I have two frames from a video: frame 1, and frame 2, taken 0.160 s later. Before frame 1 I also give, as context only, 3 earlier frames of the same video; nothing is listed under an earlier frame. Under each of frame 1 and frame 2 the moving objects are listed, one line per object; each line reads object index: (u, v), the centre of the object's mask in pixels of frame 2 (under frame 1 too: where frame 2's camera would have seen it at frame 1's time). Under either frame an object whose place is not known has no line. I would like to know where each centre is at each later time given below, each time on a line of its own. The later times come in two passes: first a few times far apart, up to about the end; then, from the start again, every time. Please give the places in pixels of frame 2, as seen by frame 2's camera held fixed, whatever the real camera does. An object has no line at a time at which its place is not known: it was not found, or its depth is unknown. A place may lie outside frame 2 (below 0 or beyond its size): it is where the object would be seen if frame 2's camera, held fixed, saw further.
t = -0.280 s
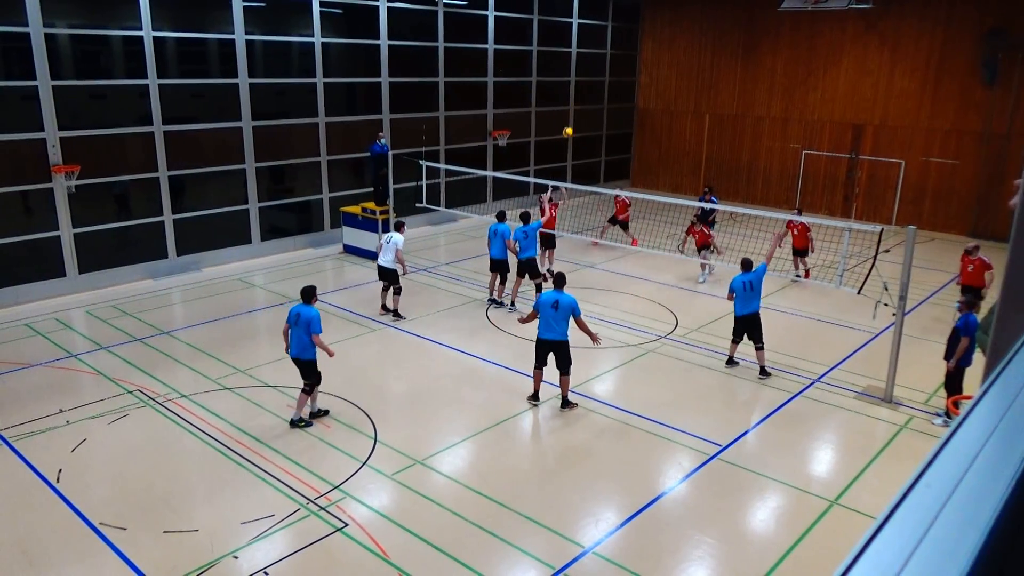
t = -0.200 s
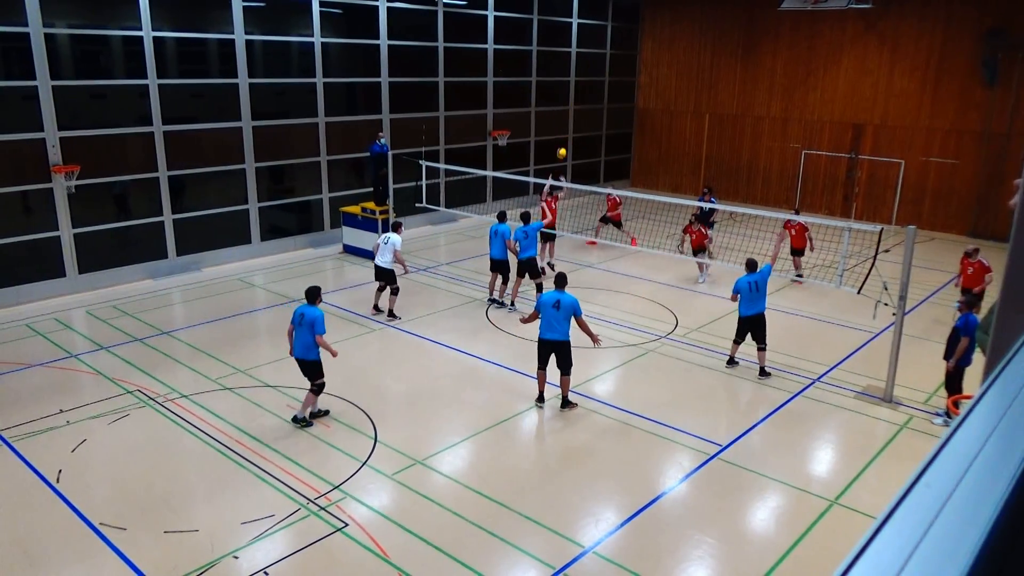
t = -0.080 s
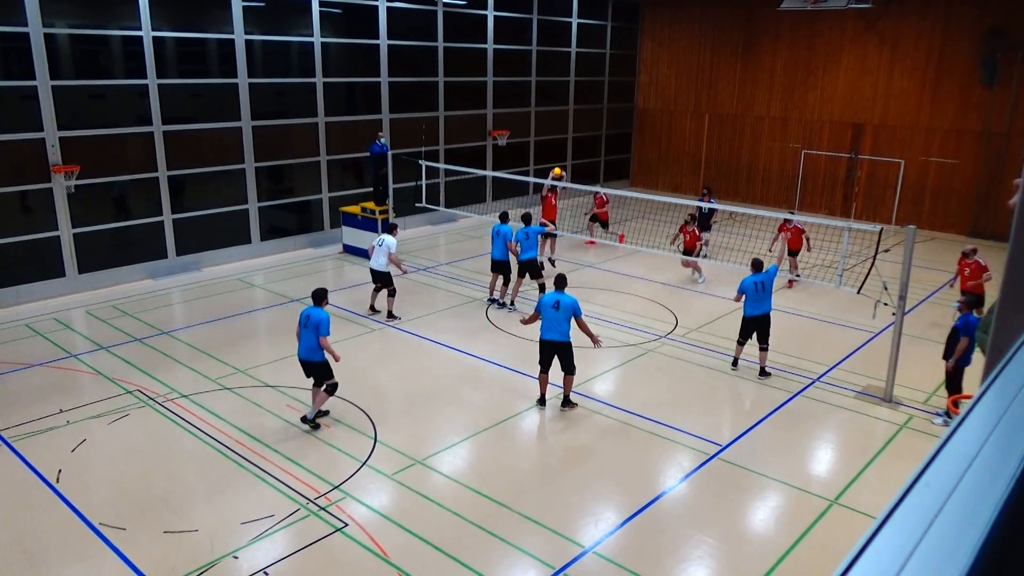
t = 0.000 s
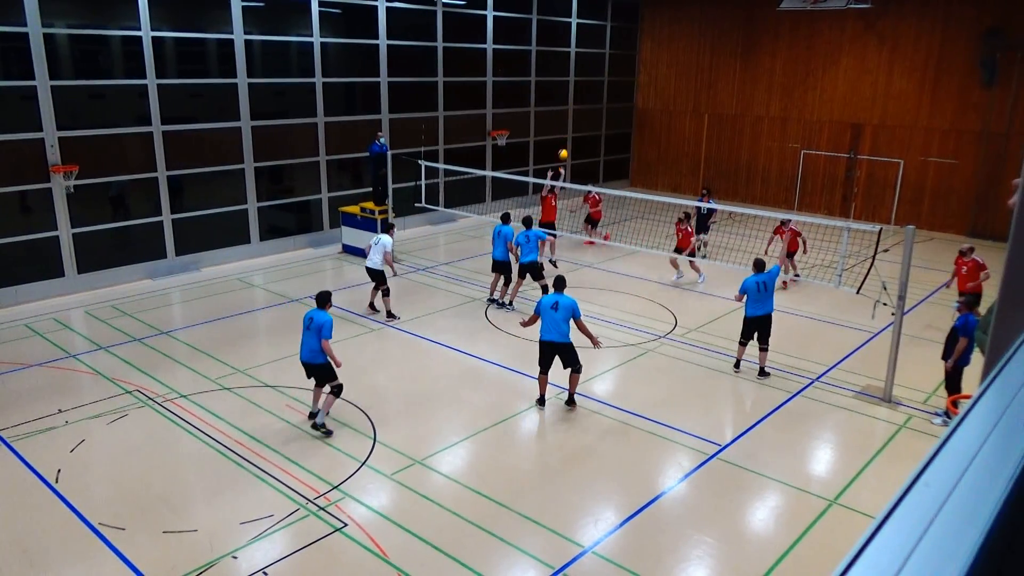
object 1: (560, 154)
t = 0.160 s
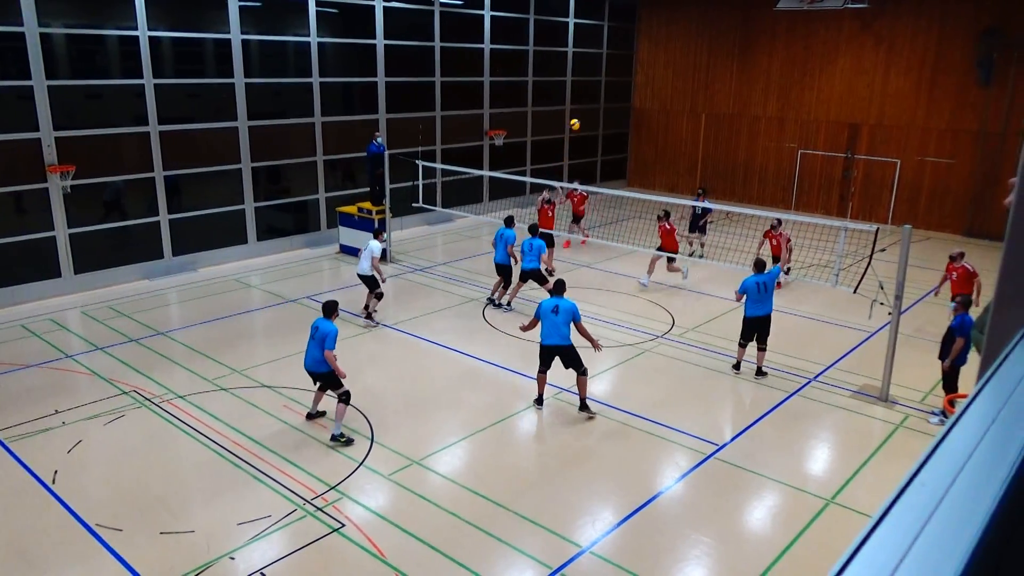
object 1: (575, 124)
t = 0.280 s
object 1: (586, 109)
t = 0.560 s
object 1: (611, 102)
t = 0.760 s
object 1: (628, 121)
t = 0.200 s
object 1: (579, 118)
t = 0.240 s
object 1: (582, 113)
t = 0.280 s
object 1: (586, 109)
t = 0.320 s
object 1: (589, 106)
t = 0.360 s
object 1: (593, 103)
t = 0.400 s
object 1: (597, 101)
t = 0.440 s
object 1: (600, 100)
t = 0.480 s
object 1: (604, 100)
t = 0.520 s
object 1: (607, 100)
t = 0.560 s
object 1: (611, 102)
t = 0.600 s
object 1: (614, 104)
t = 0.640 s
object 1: (618, 107)
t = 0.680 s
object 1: (621, 111)
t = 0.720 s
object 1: (624, 116)
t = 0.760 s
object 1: (628, 121)
